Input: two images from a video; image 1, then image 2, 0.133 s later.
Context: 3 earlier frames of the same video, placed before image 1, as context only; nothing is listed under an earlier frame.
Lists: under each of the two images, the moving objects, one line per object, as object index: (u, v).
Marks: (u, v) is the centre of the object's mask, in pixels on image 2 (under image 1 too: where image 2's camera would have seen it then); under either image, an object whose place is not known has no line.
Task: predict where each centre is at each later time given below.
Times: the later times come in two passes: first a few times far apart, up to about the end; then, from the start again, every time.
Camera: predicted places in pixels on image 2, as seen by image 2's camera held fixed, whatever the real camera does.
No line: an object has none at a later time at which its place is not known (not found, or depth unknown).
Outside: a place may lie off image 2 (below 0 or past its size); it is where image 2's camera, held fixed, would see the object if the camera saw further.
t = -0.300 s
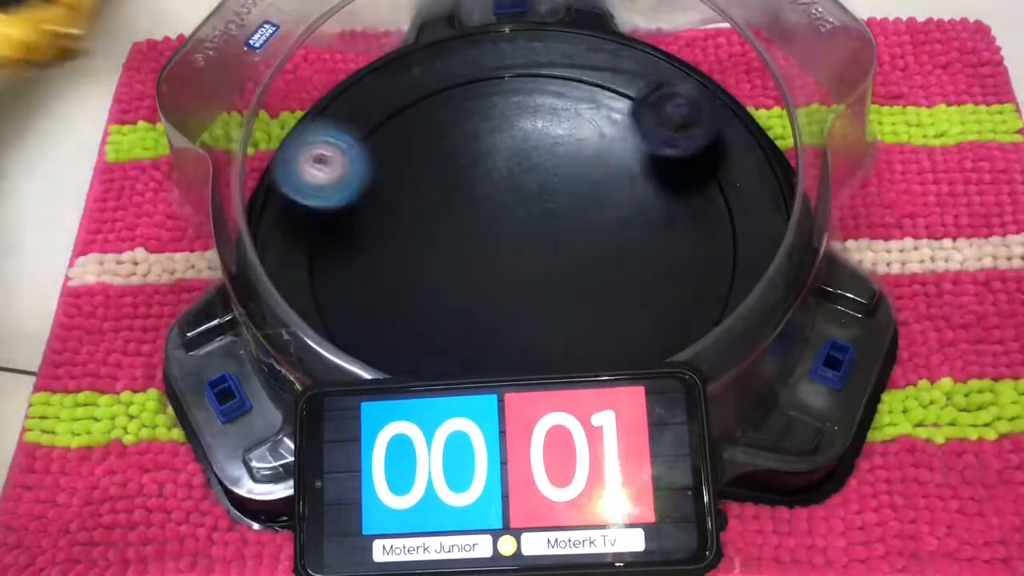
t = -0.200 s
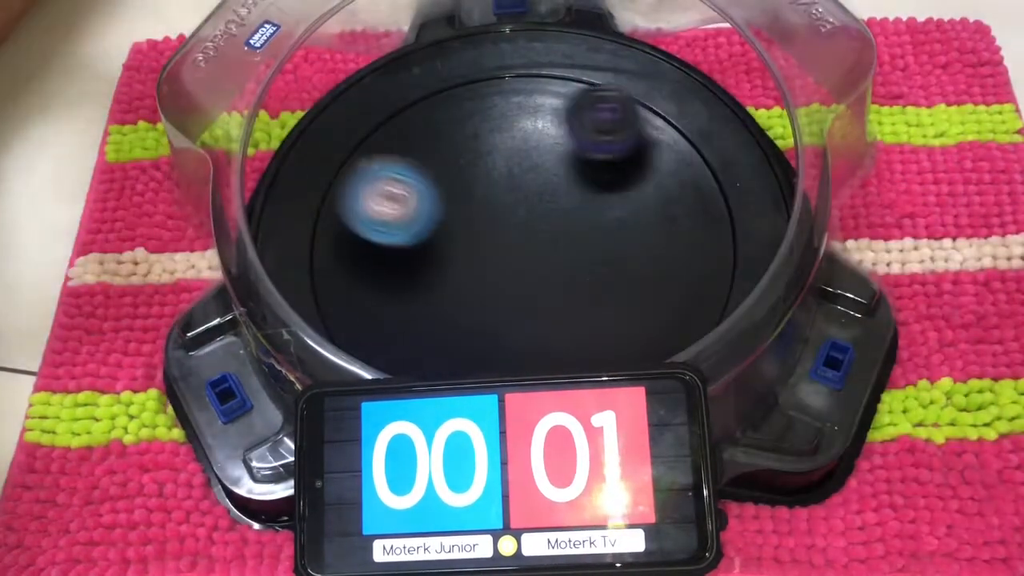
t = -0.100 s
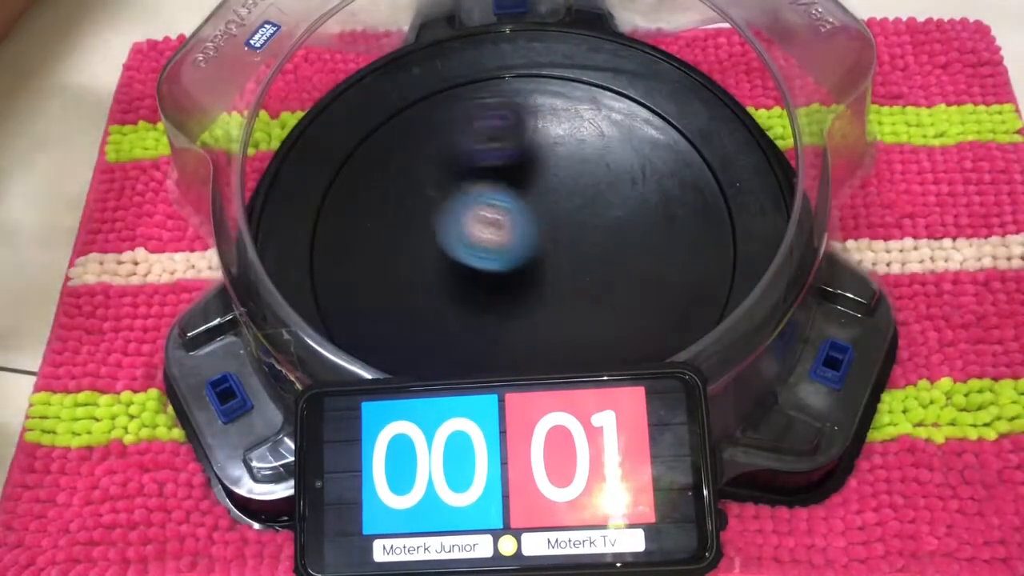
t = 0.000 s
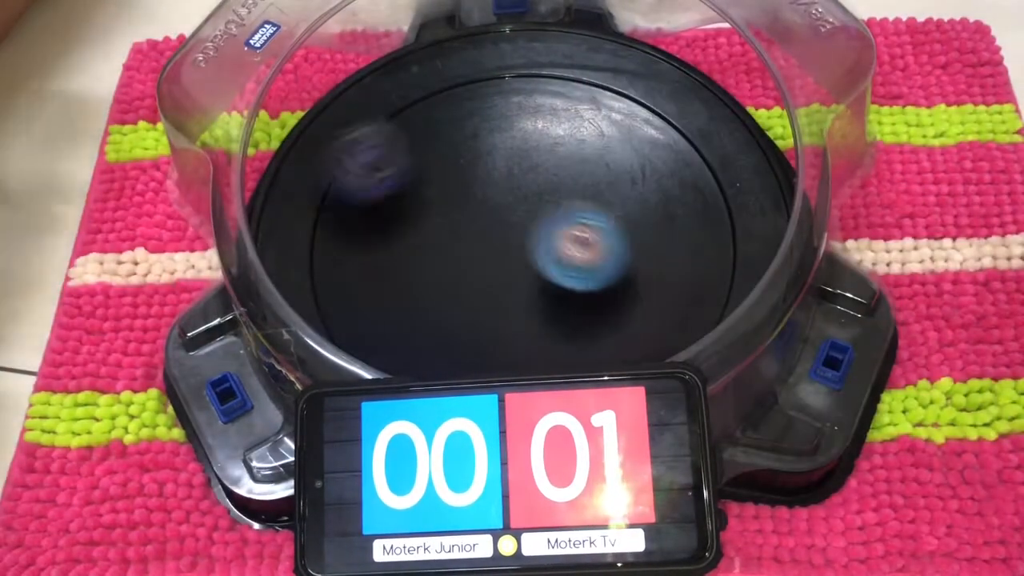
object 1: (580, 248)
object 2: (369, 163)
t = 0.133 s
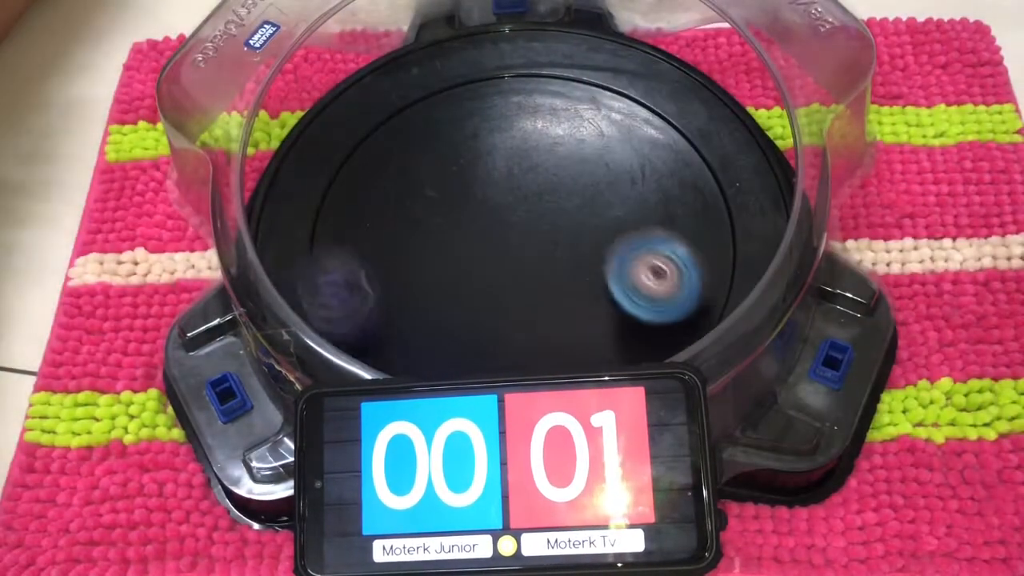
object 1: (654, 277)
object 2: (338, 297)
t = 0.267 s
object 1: (646, 312)
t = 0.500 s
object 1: (672, 109)
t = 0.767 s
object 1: (556, 115)
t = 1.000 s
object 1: (498, 265)
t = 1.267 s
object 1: (499, 259)
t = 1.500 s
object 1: (528, 189)
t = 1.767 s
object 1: (520, 249)
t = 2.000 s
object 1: (485, 256)
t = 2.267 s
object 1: (499, 210)
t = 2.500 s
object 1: (532, 239)
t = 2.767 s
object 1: (486, 258)
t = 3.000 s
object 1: (492, 213)
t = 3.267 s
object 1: (554, 248)
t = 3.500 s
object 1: (498, 287)
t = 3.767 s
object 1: (489, 212)
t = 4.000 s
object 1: (570, 207)
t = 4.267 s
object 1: (554, 275)
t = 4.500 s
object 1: (470, 251)
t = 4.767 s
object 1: (502, 181)
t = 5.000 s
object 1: (561, 225)
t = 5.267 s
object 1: (506, 262)
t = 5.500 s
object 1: (482, 217)
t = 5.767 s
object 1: (516, 228)
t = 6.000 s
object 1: (510, 247)
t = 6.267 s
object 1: (493, 227)
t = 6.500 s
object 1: (528, 244)
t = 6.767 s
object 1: (503, 242)
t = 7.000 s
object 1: (524, 243)
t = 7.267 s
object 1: (519, 238)
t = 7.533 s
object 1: (526, 245)
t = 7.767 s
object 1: (514, 225)
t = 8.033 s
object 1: (519, 250)
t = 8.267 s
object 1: (508, 221)
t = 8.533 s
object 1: (514, 248)
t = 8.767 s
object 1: (518, 221)
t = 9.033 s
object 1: (498, 248)
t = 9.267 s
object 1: (523, 228)
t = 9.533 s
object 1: (493, 234)
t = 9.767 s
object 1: (525, 256)
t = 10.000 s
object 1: (511, 225)
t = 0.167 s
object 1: (661, 287)
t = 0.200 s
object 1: (662, 295)
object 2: (395, 353)
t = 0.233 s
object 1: (657, 304)
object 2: (436, 368)
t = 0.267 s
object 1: (646, 312)
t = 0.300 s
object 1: (632, 319)
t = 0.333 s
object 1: (640, 290)
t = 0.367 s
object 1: (658, 251)
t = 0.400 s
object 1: (671, 212)
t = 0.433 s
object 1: (676, 174)
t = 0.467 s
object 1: (677, 137)
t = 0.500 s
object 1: (672, 109)
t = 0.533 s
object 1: (659, 93)
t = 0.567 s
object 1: (643, 84)
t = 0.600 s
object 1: (625, 79)
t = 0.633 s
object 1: (608, 82)
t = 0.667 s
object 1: (593, 84)
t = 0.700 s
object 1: (579, 90)
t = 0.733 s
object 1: (566, 102)
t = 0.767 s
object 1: (556, 115)
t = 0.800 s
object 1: (545, 135)
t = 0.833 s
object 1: (533, 154)
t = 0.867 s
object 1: (524, 175)
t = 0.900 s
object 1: (517, 196)
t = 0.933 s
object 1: (508, 220)
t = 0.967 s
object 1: (502, 243)
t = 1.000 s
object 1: (498, 265)
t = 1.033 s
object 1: (496, 285)
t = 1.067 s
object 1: (495, 304)
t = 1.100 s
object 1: (496, 315)
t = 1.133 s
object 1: (497, 308)
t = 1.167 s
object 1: (497, 300)
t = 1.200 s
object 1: (497, 288)
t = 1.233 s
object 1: (498, 274)
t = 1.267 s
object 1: (499, 259)
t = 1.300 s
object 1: (502, 245)
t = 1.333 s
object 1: (506, 230)
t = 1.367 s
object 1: (510, 217)
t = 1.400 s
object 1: (516, 205)
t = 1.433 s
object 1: (523, 194)
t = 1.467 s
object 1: (530, 186)
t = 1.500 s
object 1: (528, 189)
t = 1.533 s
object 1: (529, 195)
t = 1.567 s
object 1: (529, 204)
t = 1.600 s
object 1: (528, 211)
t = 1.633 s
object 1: (527, 219)
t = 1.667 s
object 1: (525, 226)
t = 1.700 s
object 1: (524, 235)
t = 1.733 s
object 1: (523, 243)
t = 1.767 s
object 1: (520, 249)
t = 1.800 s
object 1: (517, 255)
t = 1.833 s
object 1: (512, 259)
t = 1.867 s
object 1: (507, 261)
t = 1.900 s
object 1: (500, 262)
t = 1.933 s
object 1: (494, 261)
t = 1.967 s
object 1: (489, 259)
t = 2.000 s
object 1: (485, 256)
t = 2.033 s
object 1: (483, 252)
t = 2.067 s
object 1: (483, 247)
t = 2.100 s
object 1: (483, 241)
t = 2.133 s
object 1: (484, 234)
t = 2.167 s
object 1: (485, 225)
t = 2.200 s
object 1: (488, 218)
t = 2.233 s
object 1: (494, 213)
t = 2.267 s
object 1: (499, 210)
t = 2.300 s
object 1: (506, 209)
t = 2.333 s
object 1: (513, 209)
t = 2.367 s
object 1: (519, 213)
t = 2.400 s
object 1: (523, 217)
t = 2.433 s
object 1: (528, 222)
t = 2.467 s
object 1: (531, 230)
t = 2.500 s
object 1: (532, 239)
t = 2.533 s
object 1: (531, 245)
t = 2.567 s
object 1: (528, 251)
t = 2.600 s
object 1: (523, 257)
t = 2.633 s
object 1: (517, 260)
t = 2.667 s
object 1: (509, 262)
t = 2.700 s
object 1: (501, 263)
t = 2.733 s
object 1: (494, 261)
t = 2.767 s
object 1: (486, 258)
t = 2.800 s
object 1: (480, 252)
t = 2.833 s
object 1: (476, 246)
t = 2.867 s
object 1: (474, 239)
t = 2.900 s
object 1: (475, 231)
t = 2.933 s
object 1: (479, 223)
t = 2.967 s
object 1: (484, 218)
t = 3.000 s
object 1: (492, 213)
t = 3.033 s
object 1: (501, 210)
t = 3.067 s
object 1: (511, 210)
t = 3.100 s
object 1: (521, 214)
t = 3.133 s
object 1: (531, 216)
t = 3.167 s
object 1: (540, 222)
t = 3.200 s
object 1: (546, 229)
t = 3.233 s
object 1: (551, 239)
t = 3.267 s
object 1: (554, 248)
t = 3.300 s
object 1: (554, 258)
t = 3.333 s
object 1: (550, 267)
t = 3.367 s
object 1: (543, 275)
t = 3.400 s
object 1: (535, 281)
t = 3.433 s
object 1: (525, 286)
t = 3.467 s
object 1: (512, 287)
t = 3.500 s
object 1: (498, 287)
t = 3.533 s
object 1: (485, 283)
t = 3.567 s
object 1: (473, 276)
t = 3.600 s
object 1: (463, 266)
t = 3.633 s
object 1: (457, 254)
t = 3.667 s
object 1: (463, 242)
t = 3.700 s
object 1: (471, 230)
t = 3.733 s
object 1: (479, 220)
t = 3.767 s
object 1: (489, 212)
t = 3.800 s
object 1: (501, 205)
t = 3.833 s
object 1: (513, 200)
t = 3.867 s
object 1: (525, 198)
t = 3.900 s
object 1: (537, 196)
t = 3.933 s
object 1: (549, 198)
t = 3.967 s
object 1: (560, 201)
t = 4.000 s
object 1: (570, 207)
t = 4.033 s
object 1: (578, 213)
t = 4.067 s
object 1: (585, 222)
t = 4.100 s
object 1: (588, 230)
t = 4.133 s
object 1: (587, 241)
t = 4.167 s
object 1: (584, 250)
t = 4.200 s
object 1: (577, 260)
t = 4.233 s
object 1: (567, 268)
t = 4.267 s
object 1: (554, 275)
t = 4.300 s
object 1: (541, 279)
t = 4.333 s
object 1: (527, 280)
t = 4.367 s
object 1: (513, 278)
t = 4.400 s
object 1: (500, 274)
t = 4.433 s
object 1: (489, 268)
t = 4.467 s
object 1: (479, 259)
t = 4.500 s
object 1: (470, 251)
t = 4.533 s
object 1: (466, 240)
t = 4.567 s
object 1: (464, 229)
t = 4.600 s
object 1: (464, 218)
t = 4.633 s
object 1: (467, 207)
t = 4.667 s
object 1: (473, 198)
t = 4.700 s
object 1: (480, 191)
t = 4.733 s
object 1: (491, 184)
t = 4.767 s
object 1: (502, 181)
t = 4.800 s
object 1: (515, 181)
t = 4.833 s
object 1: (528, 184)
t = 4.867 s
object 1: (539, 190)
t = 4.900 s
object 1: (549, 197)
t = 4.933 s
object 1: (555, 206)
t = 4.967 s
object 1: (558, 215)
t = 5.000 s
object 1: (561, 225)
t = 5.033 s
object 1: (560, 234)
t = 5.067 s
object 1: (557, 244)
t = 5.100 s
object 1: (552, 251)
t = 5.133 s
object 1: (545, 257)
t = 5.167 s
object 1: (536, 261)
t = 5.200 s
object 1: (527, 263)
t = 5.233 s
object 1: (517, 264)
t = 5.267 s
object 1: (506, 262)
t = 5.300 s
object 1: (495, 258)
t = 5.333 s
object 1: (487, 254)
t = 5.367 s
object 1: (481, 247)
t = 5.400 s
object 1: (478, 239)
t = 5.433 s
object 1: (477, 231)
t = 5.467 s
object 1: (479, 223)
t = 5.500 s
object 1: (482, 217)
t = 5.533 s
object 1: (489, 211)
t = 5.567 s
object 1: (495, 208)
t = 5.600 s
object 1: (501, 207)
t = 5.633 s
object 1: (506, 206)
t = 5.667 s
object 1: (510, 209)
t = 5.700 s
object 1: (513, 214)
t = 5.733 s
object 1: (516, 221)
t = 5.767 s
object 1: (516, 228)
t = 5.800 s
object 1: (515, 235)
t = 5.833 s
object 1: (515, 241)
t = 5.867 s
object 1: (514, 246)
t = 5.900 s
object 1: (513, 248)
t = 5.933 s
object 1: (512, 250)
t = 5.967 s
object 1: (511, 249)
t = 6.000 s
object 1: (510, 247)
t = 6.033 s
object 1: (508, 243)
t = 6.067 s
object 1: (506, 240)
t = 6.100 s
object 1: (504, 235)
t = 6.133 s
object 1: (501, 231)
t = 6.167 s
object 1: (499, 228)
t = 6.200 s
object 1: (496, 226)
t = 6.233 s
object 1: (493, 226)
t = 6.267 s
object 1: (493, 227)
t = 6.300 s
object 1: (496, 229)
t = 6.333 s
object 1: (500, 233)
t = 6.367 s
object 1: (505, 237)
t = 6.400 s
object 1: (510, 241)
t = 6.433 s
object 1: (517, 243)
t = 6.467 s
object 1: (523, 245)
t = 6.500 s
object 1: (528, 244)
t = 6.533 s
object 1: (530, 244)
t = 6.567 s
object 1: (530, 241)
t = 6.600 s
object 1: (528, 240)
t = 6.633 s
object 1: (523, 239)
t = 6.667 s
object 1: (518, 239)
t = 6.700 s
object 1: (512, 239)
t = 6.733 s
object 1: (507, 240)
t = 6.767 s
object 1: (503, 242)
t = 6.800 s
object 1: (502, 244)
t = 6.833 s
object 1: (502, 245)
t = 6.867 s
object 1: (505, 246)
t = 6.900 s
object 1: (509, 247)
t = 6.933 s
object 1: (513, 247)
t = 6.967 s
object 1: (519, 246)
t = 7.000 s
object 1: (524, 243)
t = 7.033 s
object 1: (529, 239)
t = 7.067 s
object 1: (531, 235)
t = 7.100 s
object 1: (531, 231)
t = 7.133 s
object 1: (529, 228)
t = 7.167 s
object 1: (527, 228)
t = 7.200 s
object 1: (525, 230)
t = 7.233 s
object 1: (522, 234)
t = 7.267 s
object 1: (519, 238)
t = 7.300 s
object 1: (517, 243)
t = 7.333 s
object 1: (516, 246)
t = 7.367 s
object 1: (516, 249)
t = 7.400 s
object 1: (517, 251)
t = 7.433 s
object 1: (518, 251)
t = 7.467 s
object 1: (521, 250)
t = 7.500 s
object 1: (523, 248)
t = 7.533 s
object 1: (526, 245)
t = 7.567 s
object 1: (528, 241)
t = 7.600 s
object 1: (529, 236)
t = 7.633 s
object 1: (529, 231)
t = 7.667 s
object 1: (527, 226)
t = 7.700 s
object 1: (522, 223)
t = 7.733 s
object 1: (518, 224)
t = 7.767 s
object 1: (514, 225)
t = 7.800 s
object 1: (510, 229)
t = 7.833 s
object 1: (507, 234)
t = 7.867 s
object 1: (506, 239)
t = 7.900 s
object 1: (506, 245)
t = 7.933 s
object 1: (508, 248)
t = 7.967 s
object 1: (512, 252)
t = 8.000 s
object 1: (516, 251)
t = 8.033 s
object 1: (519, 250)
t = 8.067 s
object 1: (522, 247)
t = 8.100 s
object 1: (523, 241)
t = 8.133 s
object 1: (524, 235)
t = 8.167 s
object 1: (522, 229)
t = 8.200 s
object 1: (518, 225)
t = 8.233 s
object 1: (513, 222)
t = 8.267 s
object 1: (508, 221)
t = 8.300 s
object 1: (503, 222)
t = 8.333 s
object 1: (499, 224)
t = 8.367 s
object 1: (497, 228)
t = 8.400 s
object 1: (497, 234)
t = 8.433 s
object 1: (498, 239)
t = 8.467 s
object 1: (502, 244)
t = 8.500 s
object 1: (508, 247)
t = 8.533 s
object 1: (514, 248)
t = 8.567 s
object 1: (519, 247)
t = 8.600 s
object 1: (524, 245)
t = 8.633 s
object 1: (526, 241)
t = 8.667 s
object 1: (527, 235)
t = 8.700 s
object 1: (526, 230)
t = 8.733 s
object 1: (522, 225)
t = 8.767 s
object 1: (518, 221)
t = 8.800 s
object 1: (513, 220)
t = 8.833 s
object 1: (506, 219)
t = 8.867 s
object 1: (501, 222)
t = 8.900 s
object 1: (496, 225)
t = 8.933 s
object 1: (493, 230)
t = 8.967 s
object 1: (492, 237)
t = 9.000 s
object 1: (494, 243)
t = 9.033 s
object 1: (498, 248)
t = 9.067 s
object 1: (503, 250)
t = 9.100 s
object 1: (509, 251)
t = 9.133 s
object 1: (514, 249)
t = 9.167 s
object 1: (519, 246)
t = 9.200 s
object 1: (522, 241)
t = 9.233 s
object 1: (523, 236)
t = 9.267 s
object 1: (523, 228)
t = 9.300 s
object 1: (522, 223)
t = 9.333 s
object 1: (518, 219)
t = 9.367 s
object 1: (513, 217)
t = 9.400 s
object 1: (507, 217)
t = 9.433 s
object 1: (502, 219)
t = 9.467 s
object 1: (498, 222)
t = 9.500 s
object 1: (495, 228)
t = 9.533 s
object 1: (493, 234)
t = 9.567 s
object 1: (493, 242)
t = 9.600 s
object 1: (494, 248)
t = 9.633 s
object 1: (498, 254)
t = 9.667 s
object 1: (504, 258)
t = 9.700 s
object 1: (511, 259)
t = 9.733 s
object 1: (518, 259)
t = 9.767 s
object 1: (525, 256)
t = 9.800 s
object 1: (528, 252)
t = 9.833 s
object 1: (530, 248)
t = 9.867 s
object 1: (529, 244)
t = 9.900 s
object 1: (525, 239)
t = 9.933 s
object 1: (521, 234)
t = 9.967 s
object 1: (516, 230)
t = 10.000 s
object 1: (511, 225)
